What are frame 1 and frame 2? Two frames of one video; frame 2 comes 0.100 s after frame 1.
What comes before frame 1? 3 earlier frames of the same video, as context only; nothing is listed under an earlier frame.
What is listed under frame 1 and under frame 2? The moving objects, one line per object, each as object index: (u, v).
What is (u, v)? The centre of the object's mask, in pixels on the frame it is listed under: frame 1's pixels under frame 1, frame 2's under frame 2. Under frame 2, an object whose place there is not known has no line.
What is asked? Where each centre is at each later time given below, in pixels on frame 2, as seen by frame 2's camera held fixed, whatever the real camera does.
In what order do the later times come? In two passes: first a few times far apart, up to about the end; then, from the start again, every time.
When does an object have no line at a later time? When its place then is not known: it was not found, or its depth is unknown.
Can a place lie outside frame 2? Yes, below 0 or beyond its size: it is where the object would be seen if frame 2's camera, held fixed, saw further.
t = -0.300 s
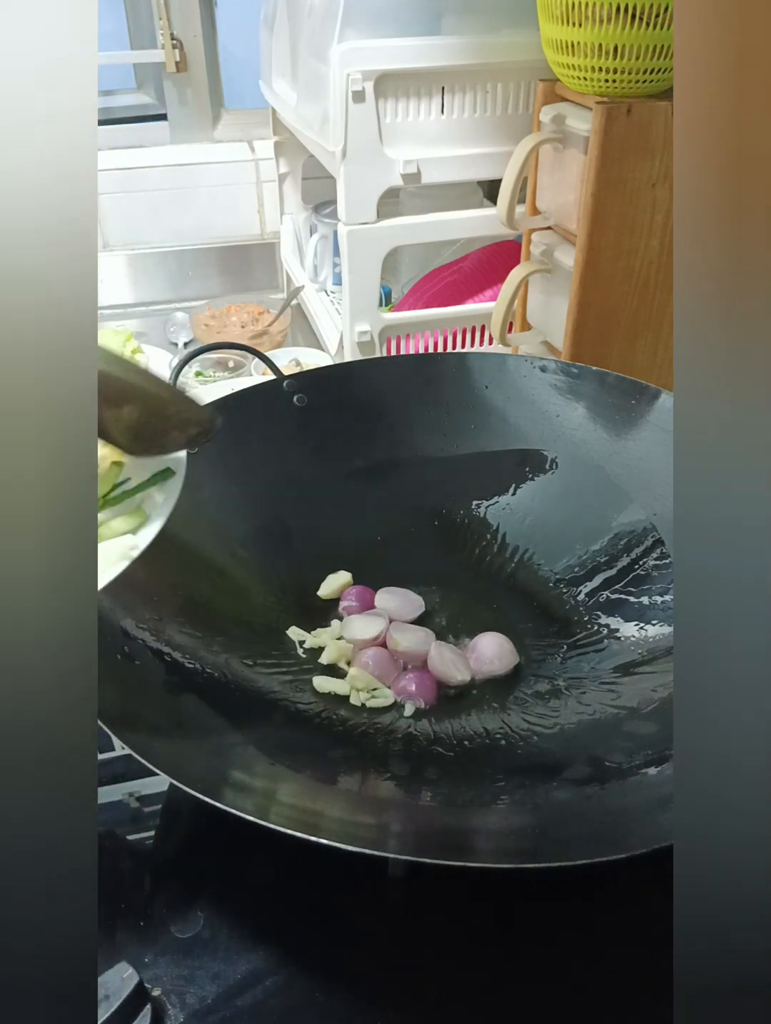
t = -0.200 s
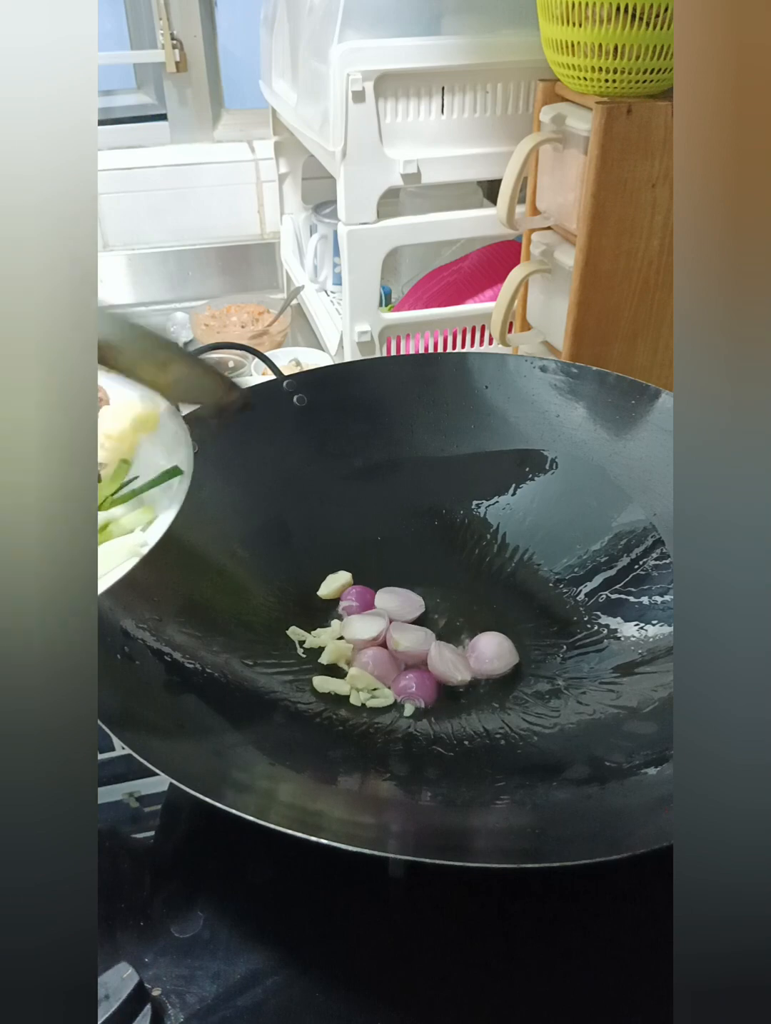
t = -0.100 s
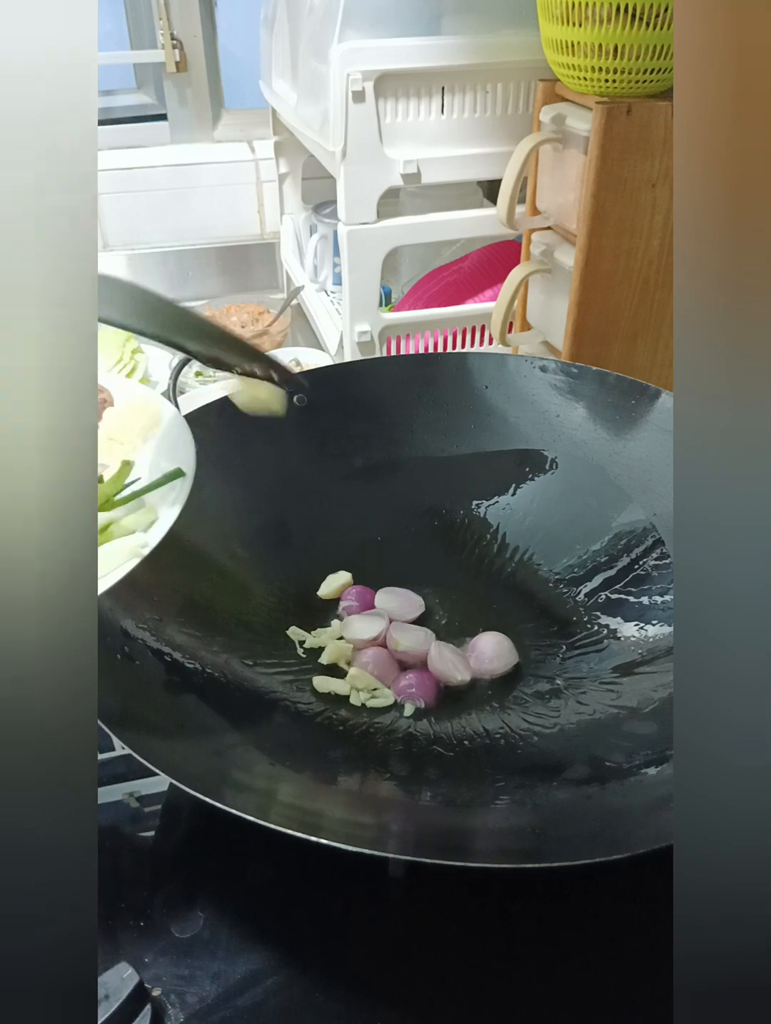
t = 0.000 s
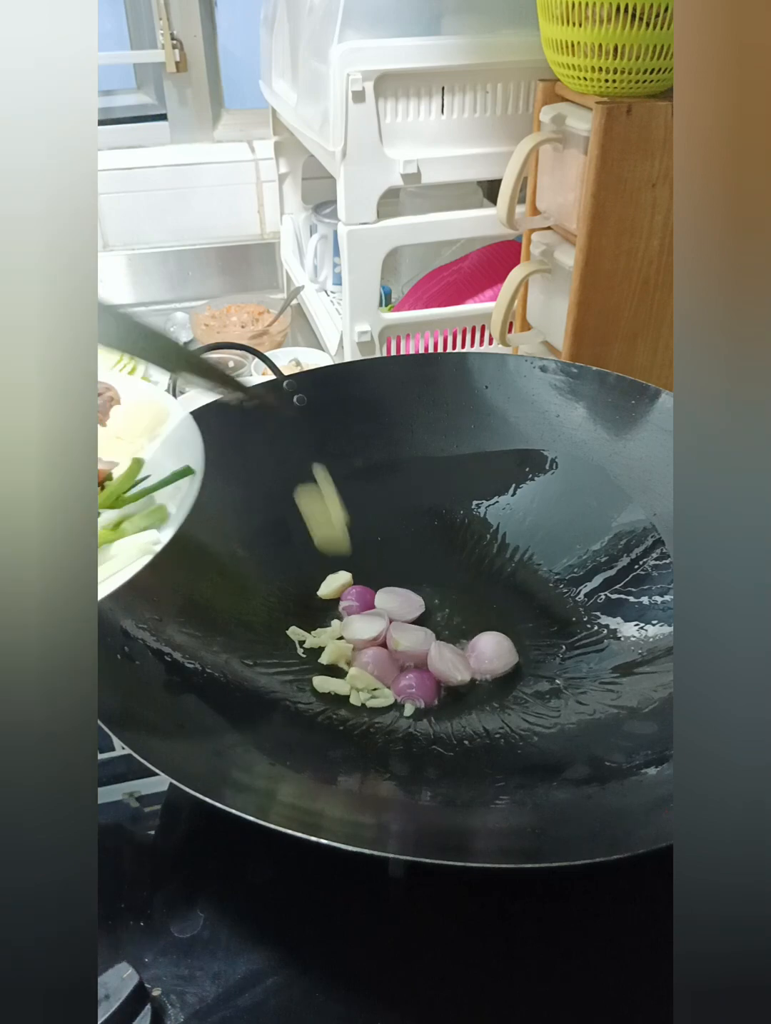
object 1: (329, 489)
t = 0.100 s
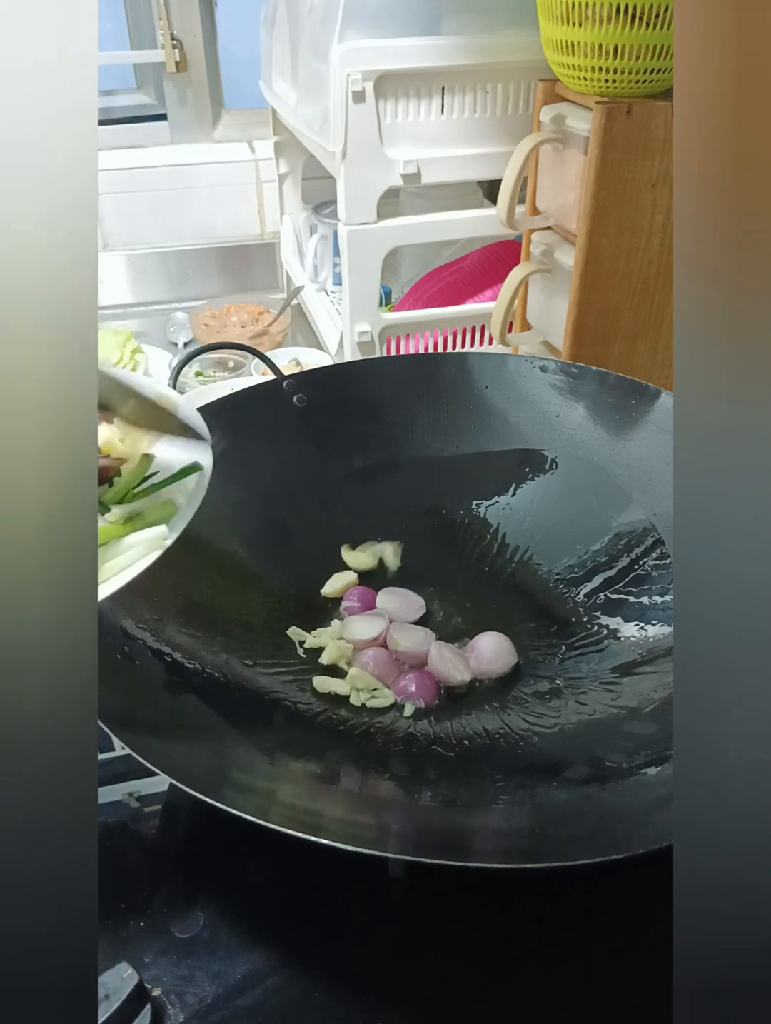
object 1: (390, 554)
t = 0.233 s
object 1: (444, 561)
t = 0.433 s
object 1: (463, 569)
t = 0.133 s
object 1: (406, 551)
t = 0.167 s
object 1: (421, 549)
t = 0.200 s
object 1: (434, 555)
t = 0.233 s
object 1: (444, 561)
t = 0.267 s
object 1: (455, 564)
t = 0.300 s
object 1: (462, 568)
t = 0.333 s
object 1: (463, 569)
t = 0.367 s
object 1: (463, 569)
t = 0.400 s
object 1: (463, 569)
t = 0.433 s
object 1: (463, 569)
